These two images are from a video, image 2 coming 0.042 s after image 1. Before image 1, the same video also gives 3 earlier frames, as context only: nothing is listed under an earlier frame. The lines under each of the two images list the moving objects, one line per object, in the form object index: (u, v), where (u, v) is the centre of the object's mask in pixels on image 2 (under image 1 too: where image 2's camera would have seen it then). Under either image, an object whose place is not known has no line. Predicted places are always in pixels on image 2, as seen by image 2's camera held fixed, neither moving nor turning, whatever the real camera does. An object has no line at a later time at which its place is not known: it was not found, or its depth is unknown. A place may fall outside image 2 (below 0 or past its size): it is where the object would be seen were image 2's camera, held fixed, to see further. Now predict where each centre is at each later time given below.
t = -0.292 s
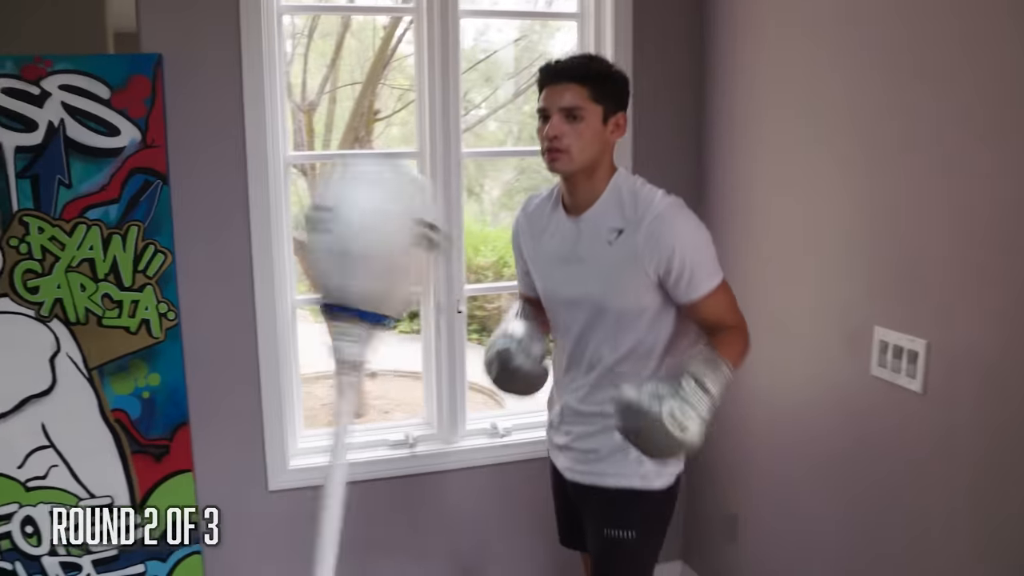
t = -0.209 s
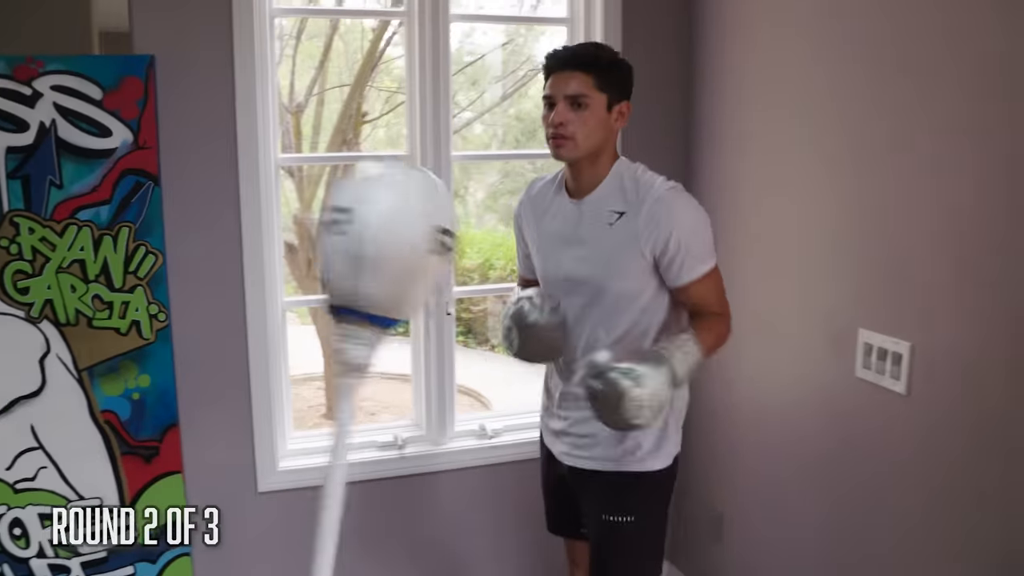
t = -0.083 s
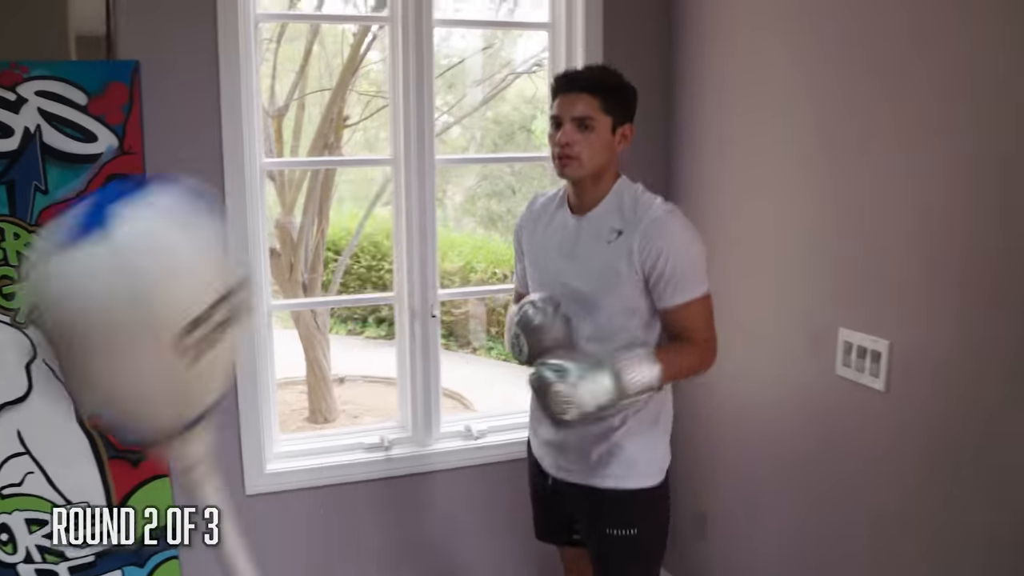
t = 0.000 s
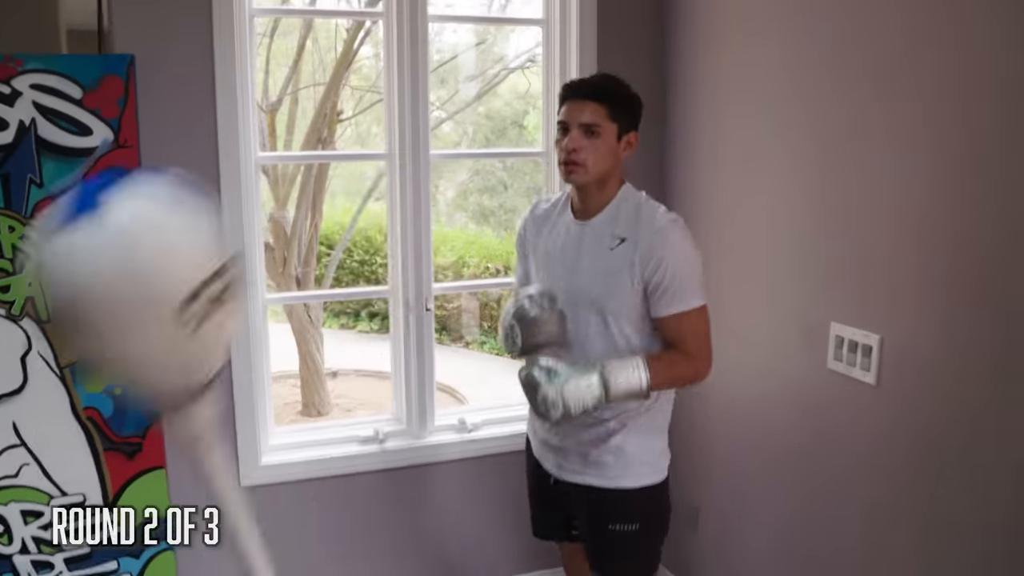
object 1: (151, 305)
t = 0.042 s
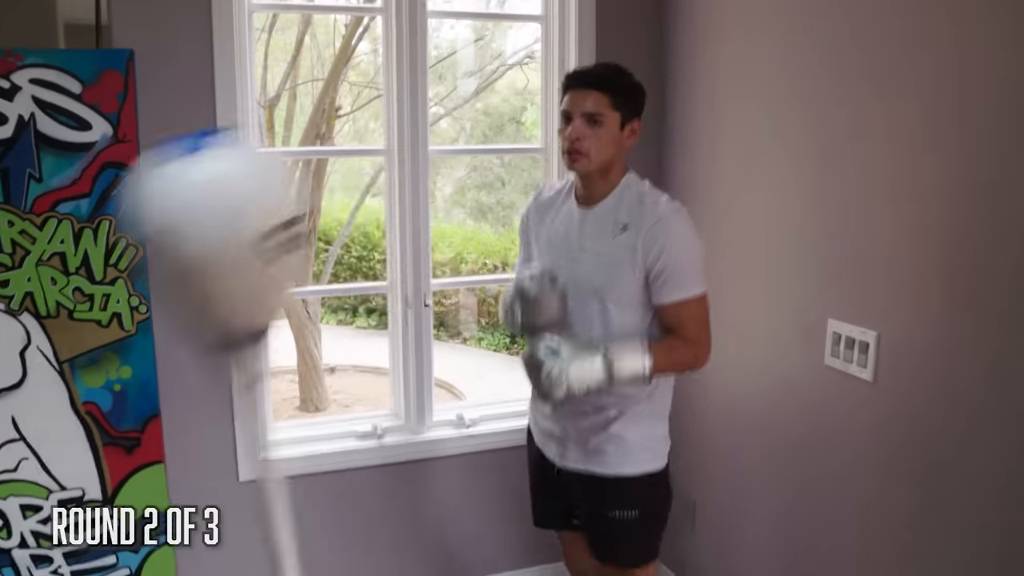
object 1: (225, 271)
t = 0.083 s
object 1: (306, 272)
